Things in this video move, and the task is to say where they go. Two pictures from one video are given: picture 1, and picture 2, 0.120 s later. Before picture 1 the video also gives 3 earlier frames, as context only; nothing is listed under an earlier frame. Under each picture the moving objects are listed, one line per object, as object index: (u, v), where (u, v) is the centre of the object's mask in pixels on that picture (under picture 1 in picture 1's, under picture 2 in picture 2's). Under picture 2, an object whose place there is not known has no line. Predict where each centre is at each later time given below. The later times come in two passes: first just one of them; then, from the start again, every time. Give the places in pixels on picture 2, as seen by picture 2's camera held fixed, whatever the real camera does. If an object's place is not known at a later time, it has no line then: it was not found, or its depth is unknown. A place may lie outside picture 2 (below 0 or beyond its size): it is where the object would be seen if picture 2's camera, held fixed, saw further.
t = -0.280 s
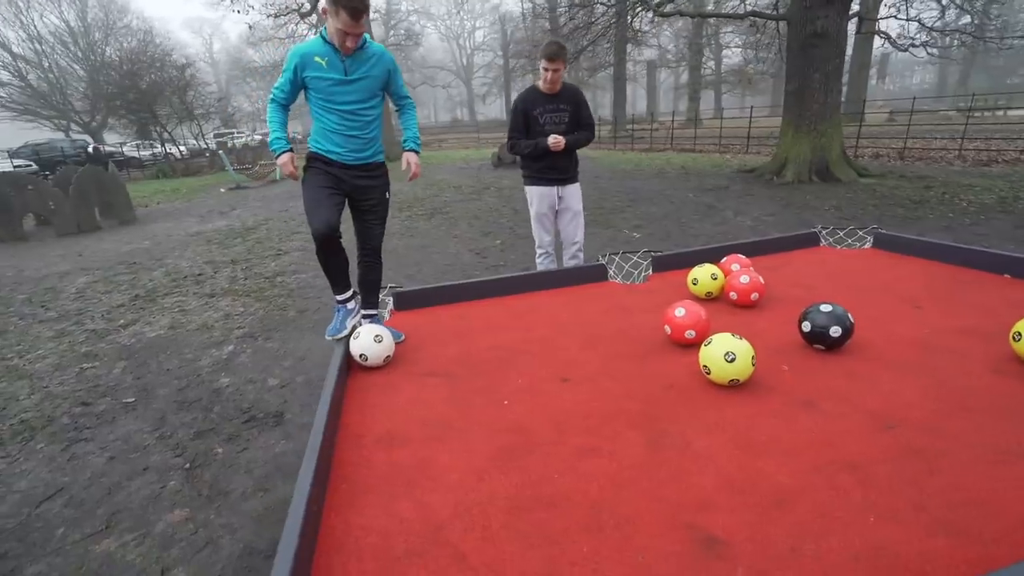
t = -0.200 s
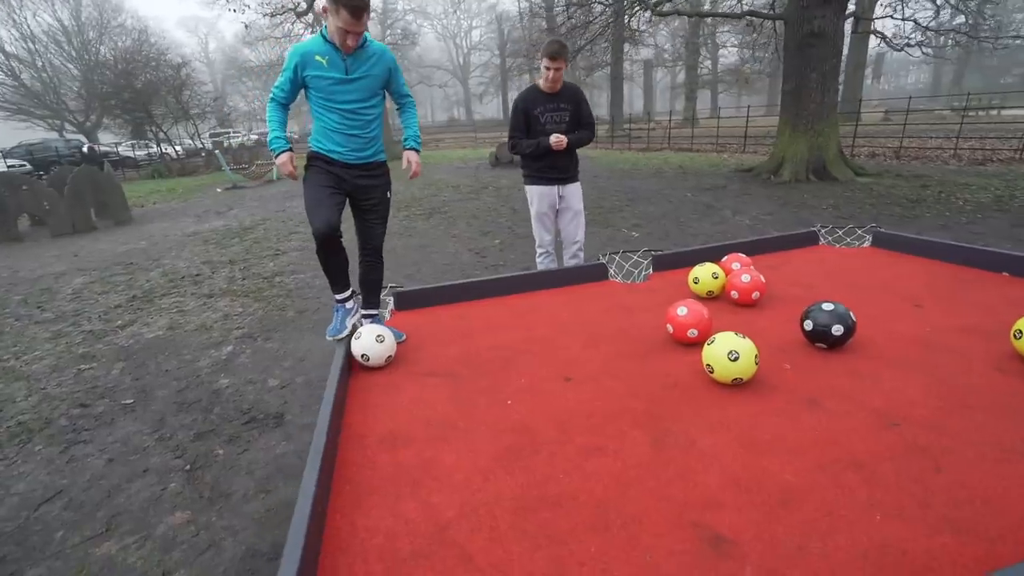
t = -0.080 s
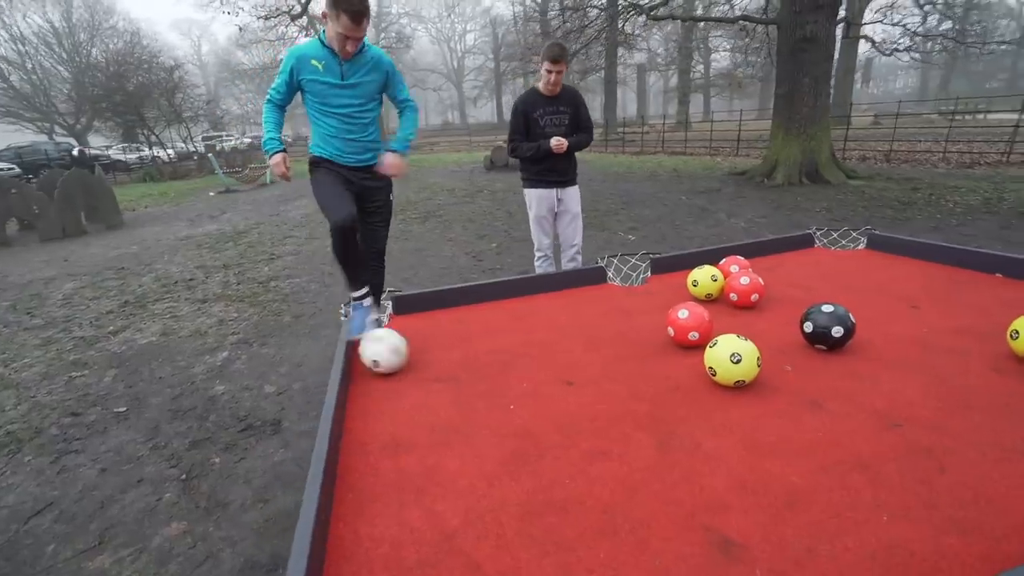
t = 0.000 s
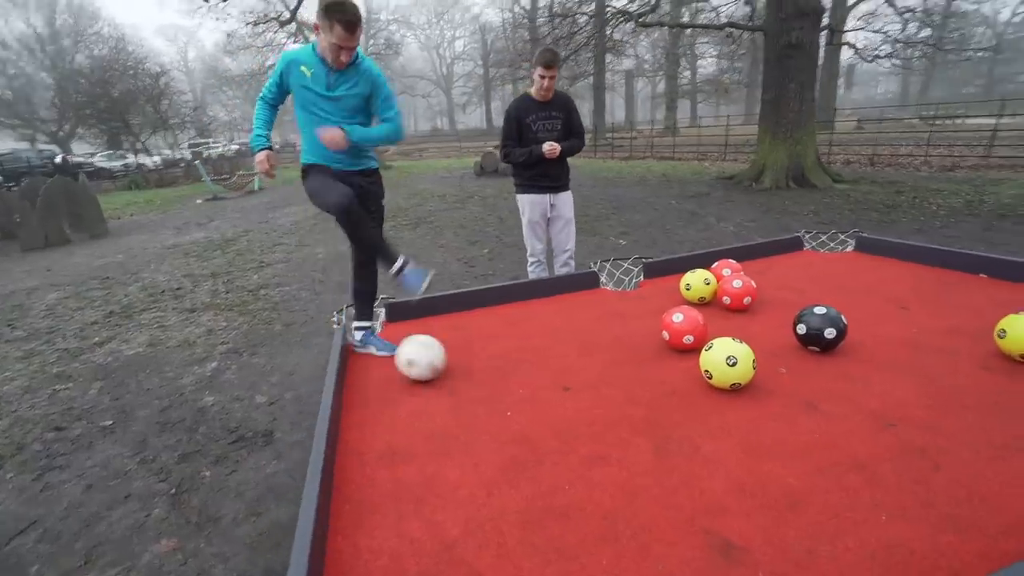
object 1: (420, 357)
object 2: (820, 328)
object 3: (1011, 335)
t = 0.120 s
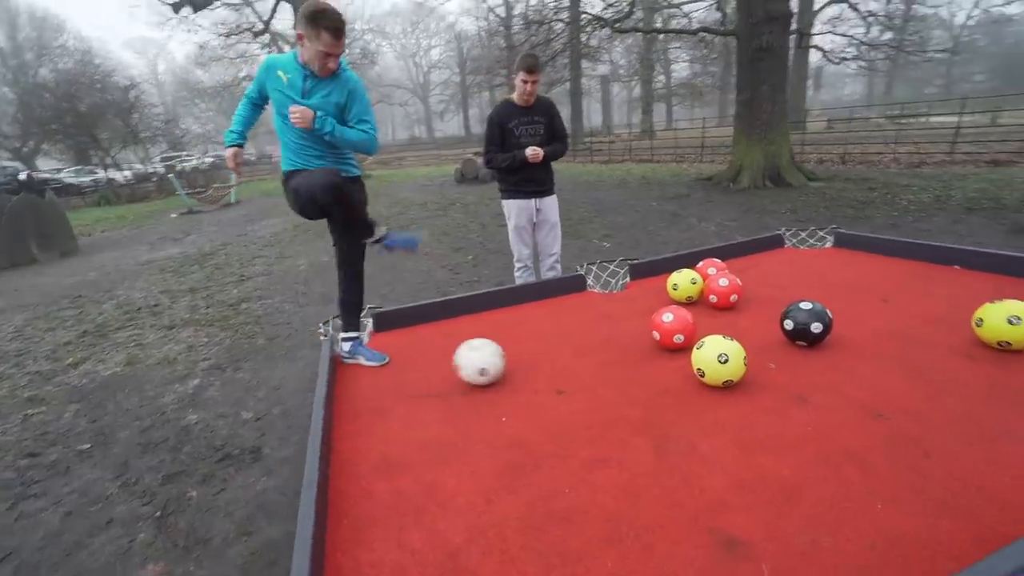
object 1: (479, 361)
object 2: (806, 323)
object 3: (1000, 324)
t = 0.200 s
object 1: (524, 358)
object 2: (806, 322)
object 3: (1008, 324)
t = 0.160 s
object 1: (502, 360)
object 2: (806, 322)
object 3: (1006, 324)
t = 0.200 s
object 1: (524, 358)
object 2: (806, 322)
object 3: (1008, 324)
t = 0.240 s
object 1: (547, 357)
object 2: (806, 322)
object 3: (1006, 325)
